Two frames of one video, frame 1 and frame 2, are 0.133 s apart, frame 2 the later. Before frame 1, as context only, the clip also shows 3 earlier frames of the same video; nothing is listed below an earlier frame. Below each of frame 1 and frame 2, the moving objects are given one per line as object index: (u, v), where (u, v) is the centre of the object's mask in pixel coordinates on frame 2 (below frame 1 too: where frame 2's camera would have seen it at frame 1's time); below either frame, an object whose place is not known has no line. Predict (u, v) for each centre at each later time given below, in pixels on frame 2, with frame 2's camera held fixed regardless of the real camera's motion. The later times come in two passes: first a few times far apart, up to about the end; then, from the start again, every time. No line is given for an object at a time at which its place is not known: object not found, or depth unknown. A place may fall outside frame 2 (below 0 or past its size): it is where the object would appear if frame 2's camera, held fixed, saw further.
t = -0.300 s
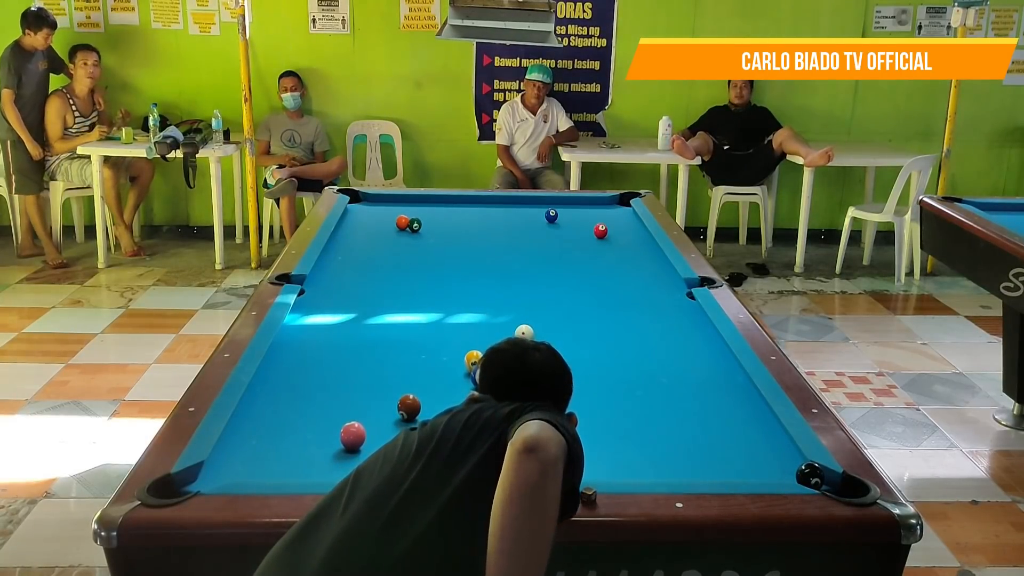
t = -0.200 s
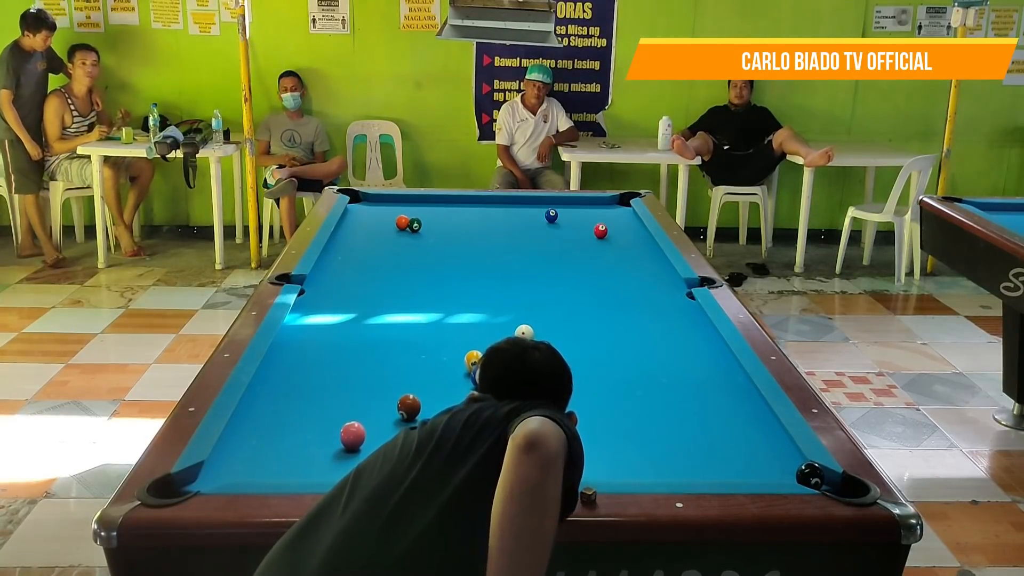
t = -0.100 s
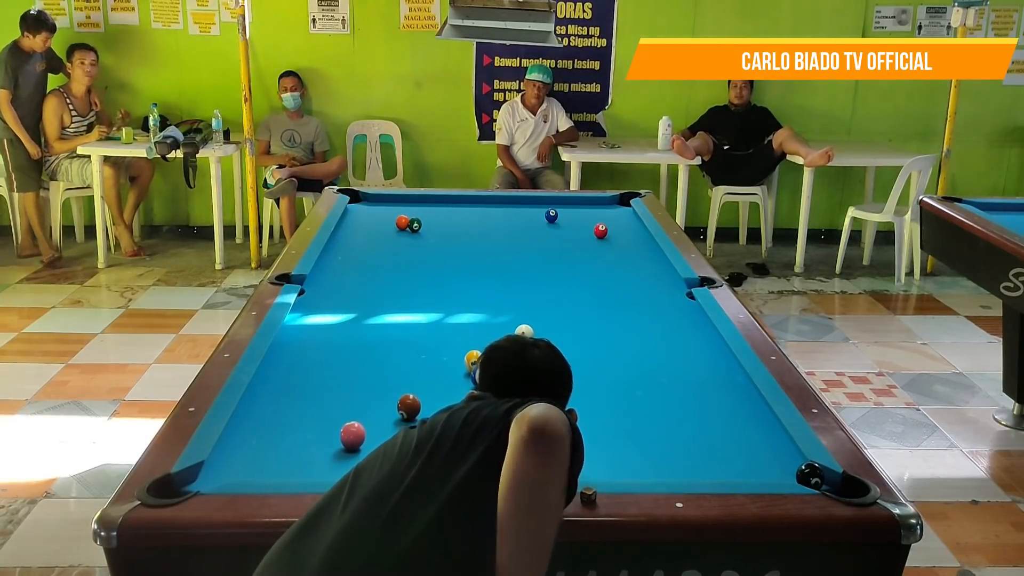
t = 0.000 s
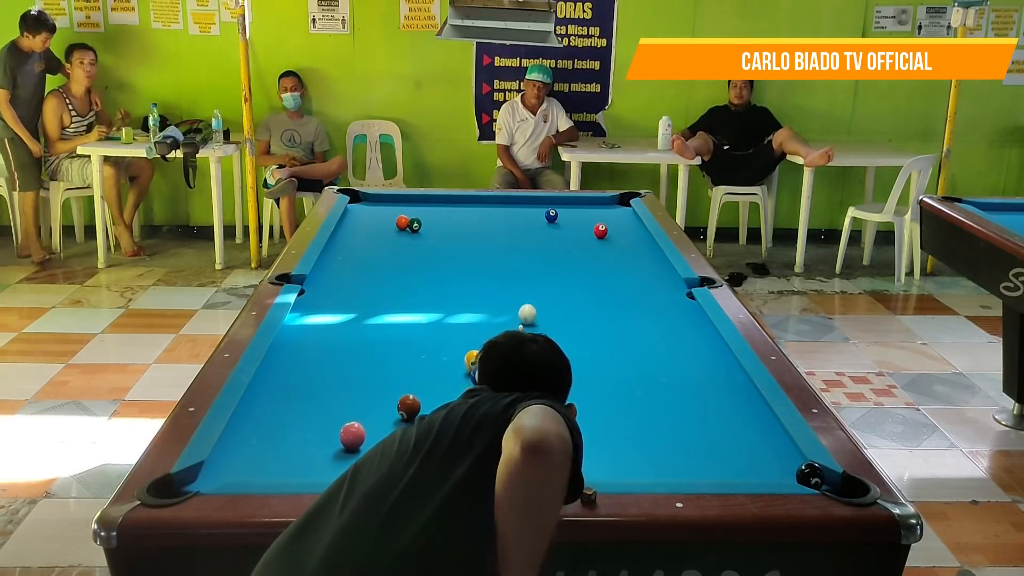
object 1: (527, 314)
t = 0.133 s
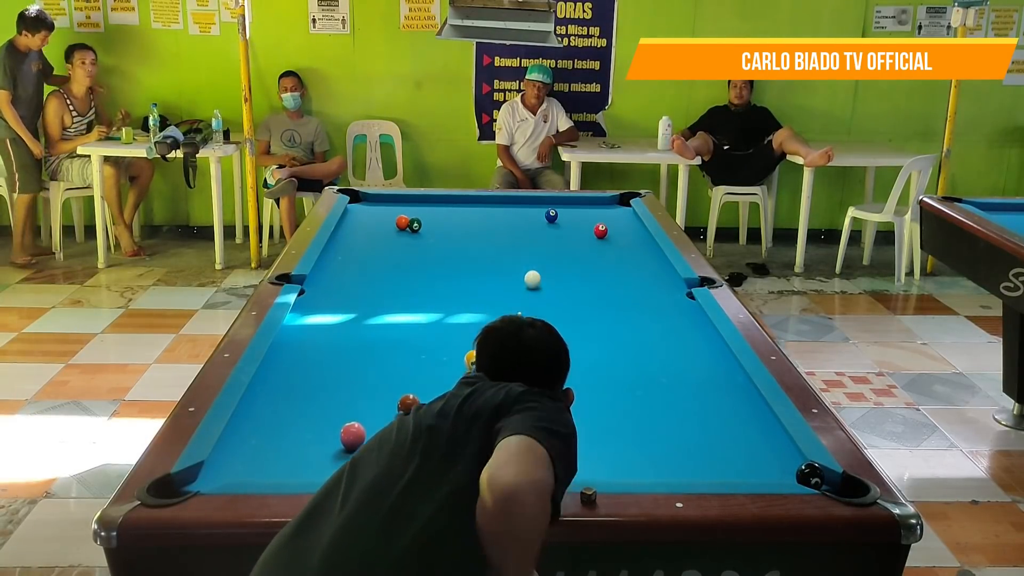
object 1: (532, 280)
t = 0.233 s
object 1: (535, 260)
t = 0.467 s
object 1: (540, 223)
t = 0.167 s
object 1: (533, 273)
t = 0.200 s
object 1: (534, 266)
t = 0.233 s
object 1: (535, 260)
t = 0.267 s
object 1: (536, 254)
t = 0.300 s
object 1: (537, 248)
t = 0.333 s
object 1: (537, 243)
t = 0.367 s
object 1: (538, 238)
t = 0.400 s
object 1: (539, 232)
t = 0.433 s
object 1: (539, 228)
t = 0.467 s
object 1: (540, 223)
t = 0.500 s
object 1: (541, 219)
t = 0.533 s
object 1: (536, 215)
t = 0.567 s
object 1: (529, 213)
